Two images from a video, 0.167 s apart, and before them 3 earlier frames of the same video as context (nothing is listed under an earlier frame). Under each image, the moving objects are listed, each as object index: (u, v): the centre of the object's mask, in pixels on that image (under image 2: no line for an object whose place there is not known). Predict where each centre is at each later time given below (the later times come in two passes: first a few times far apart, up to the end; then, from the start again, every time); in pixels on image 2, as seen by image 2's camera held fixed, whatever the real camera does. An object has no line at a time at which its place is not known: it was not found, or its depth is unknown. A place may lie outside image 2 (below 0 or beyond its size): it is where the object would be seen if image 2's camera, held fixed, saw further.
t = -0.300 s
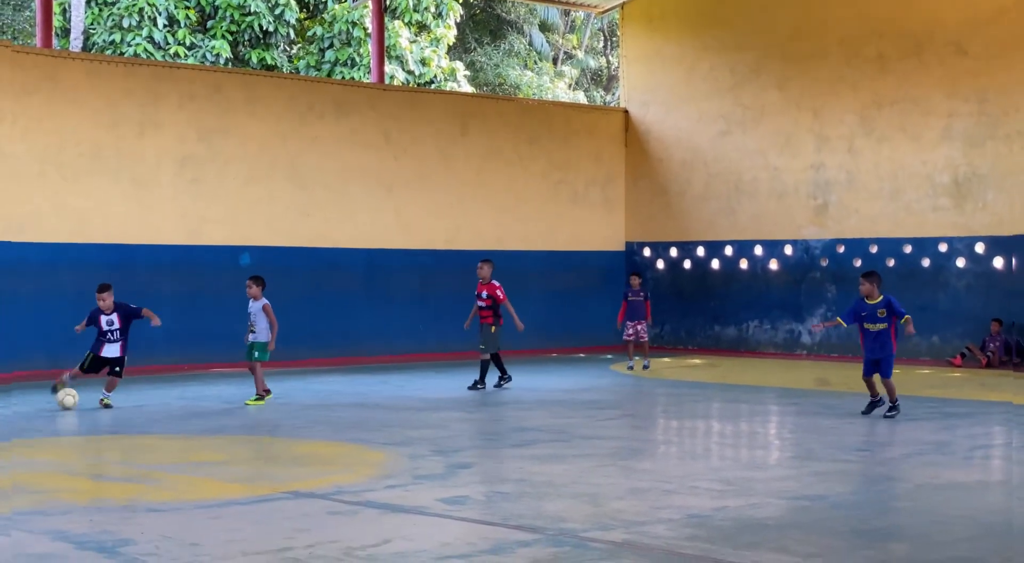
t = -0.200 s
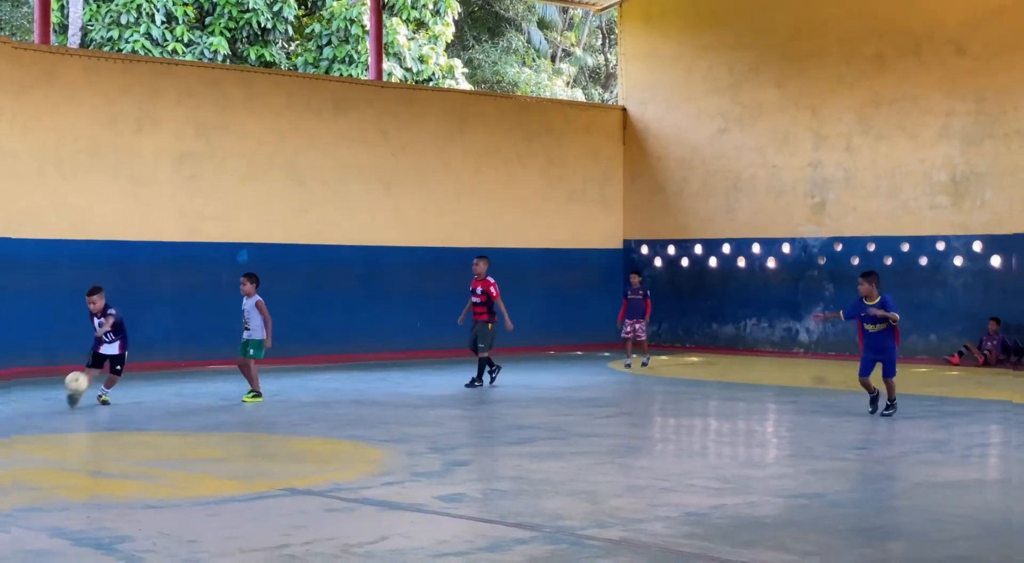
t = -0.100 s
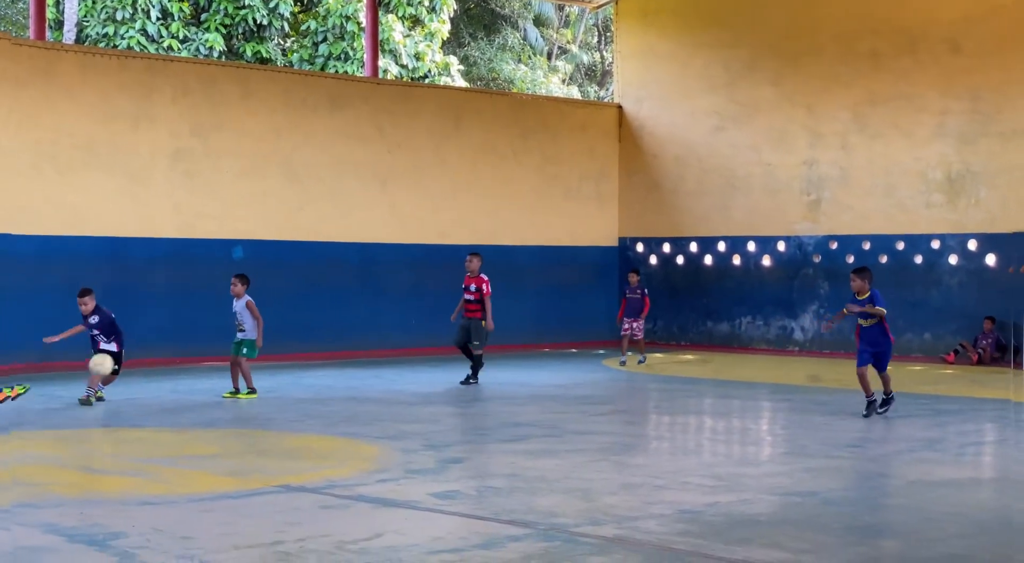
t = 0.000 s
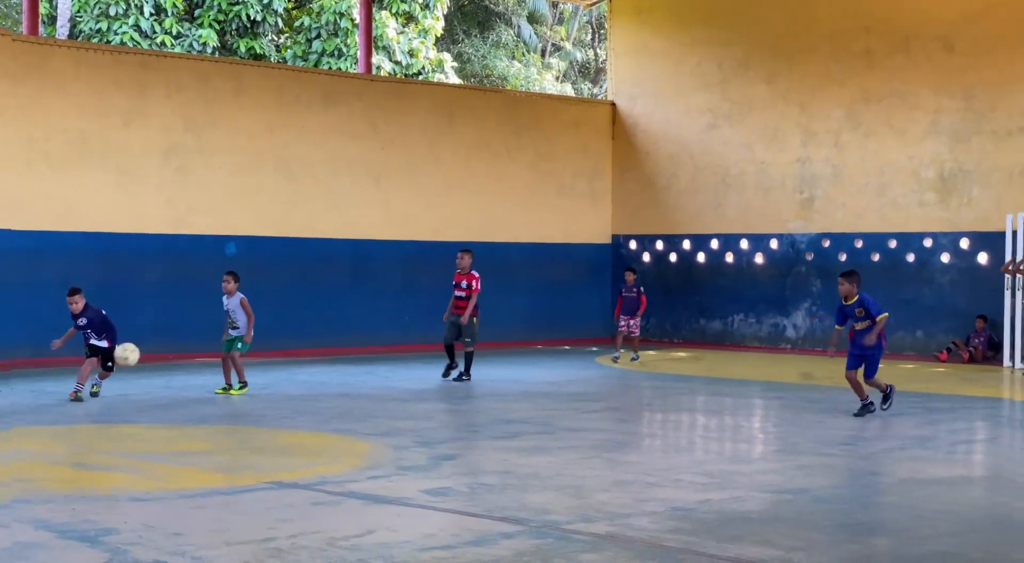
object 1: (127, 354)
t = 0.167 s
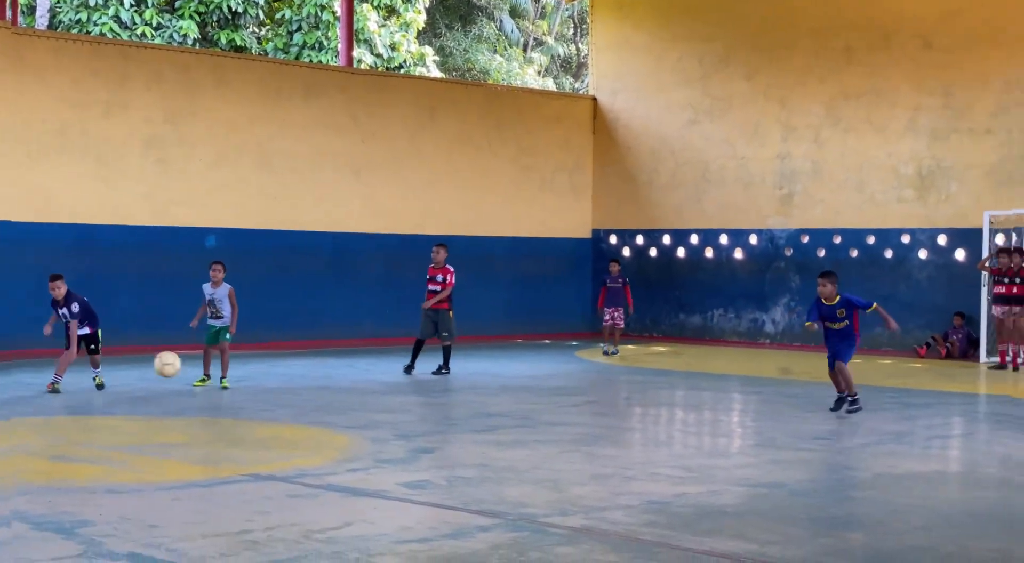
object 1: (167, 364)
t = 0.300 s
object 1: (223, 405)
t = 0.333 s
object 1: (239, 420)
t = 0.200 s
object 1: (181, 372)
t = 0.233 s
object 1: (194, 381)
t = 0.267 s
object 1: (208, 392)
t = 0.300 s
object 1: (223, 405)
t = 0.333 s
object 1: (239, 420)
